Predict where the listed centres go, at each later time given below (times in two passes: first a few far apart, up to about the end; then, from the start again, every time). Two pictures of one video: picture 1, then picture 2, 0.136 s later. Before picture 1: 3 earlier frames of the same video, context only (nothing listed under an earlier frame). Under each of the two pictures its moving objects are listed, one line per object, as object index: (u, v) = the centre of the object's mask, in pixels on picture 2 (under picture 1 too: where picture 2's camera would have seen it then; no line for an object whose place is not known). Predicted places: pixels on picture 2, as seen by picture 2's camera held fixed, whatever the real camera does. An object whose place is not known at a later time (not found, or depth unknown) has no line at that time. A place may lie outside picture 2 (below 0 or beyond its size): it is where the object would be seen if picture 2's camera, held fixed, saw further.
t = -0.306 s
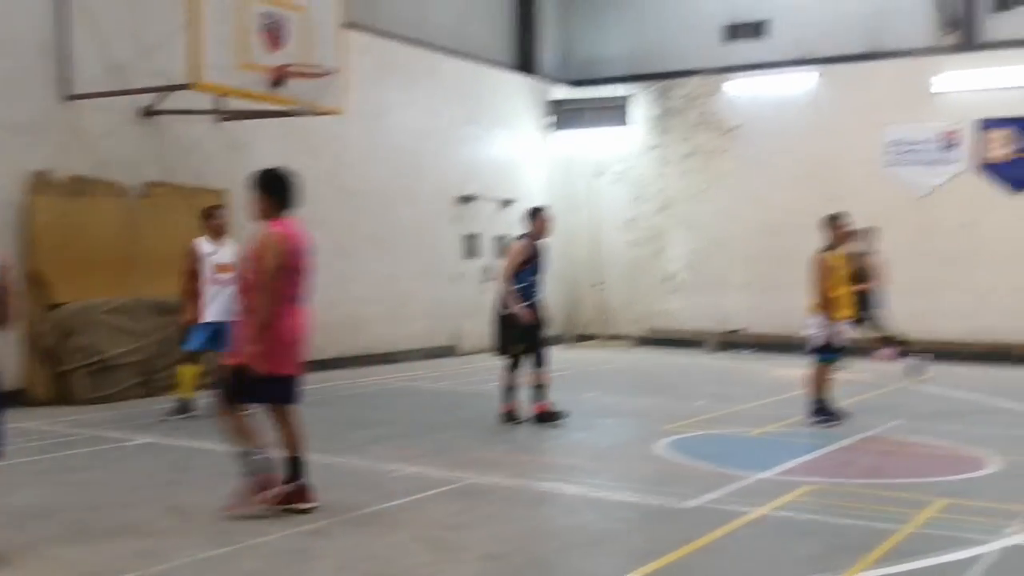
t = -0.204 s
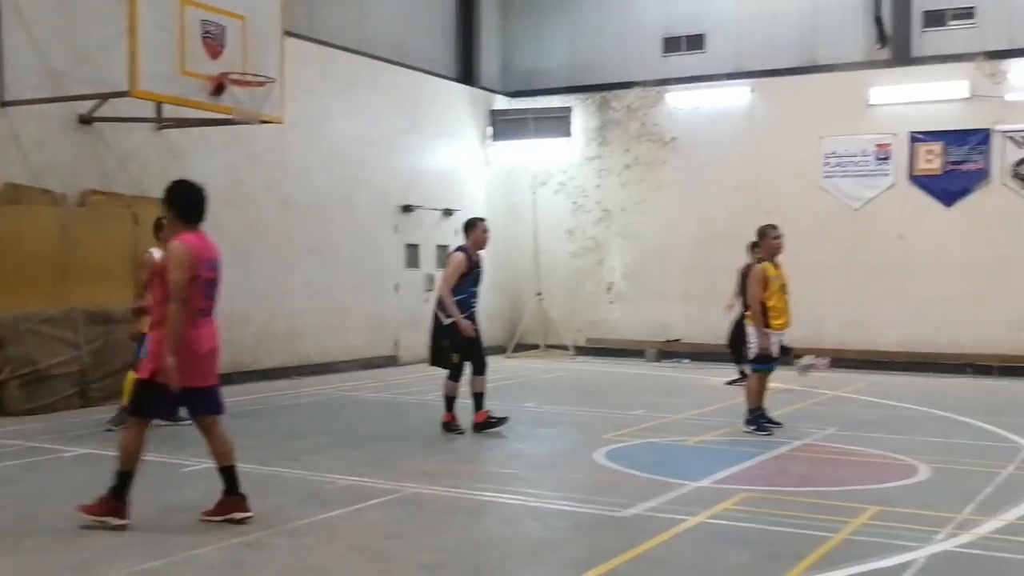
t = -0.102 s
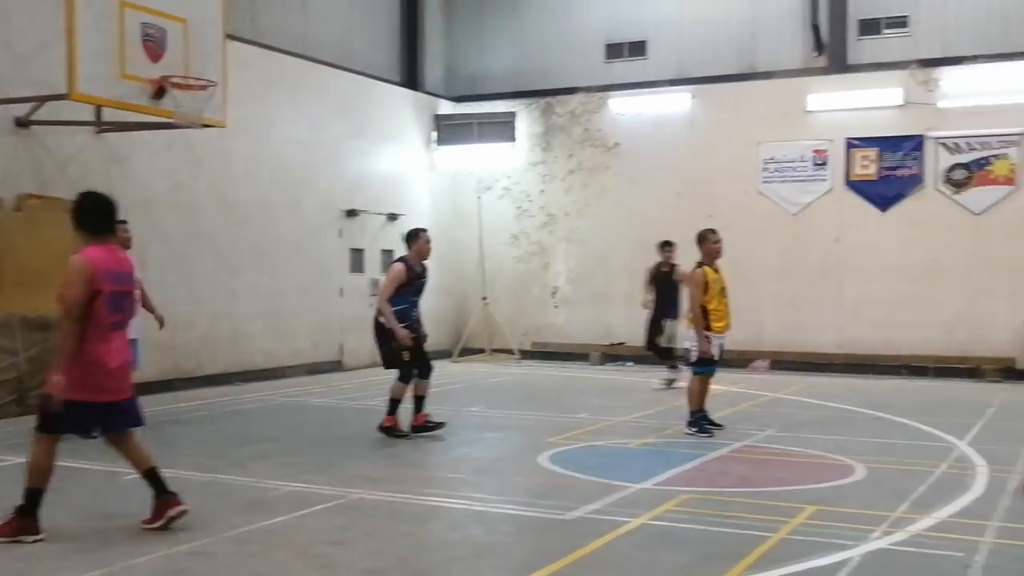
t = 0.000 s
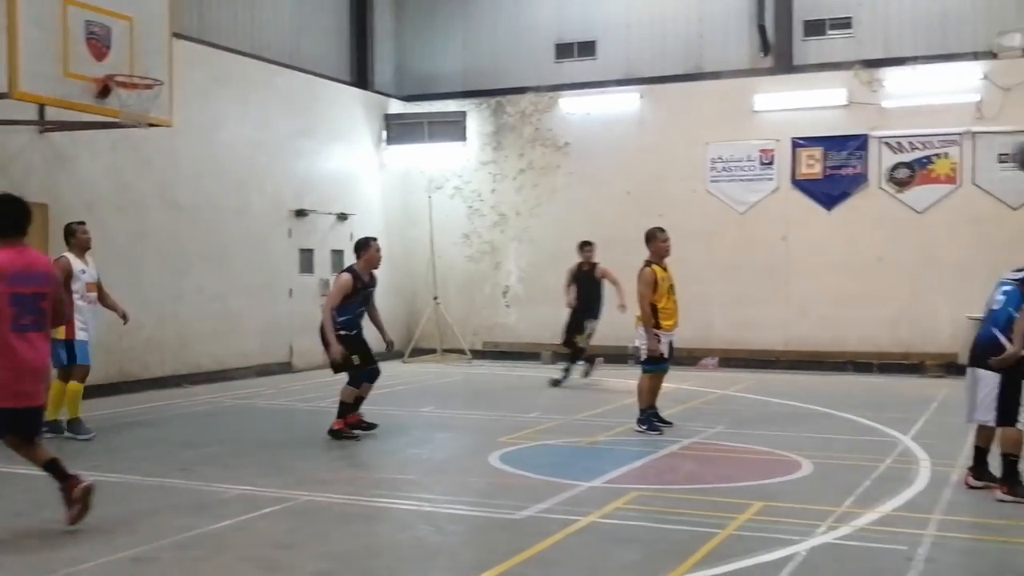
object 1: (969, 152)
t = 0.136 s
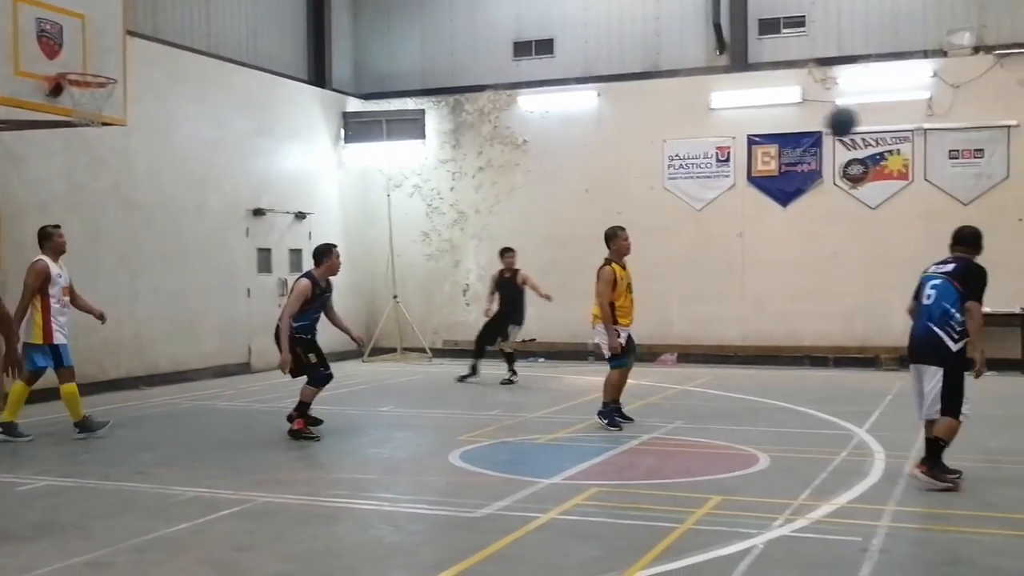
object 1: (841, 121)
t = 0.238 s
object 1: (753, 117)
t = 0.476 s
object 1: (597, 143)
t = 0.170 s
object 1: (811, 118)
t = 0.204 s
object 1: (781, 117)
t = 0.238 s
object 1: (753, 117)
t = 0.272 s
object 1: (727, 118)
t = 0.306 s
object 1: (701, 119)
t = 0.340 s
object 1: (678, 122)
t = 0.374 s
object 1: (654, 127)
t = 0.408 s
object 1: (639, 130)
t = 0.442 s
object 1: (617, 137)
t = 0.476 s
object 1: (597, 143)
